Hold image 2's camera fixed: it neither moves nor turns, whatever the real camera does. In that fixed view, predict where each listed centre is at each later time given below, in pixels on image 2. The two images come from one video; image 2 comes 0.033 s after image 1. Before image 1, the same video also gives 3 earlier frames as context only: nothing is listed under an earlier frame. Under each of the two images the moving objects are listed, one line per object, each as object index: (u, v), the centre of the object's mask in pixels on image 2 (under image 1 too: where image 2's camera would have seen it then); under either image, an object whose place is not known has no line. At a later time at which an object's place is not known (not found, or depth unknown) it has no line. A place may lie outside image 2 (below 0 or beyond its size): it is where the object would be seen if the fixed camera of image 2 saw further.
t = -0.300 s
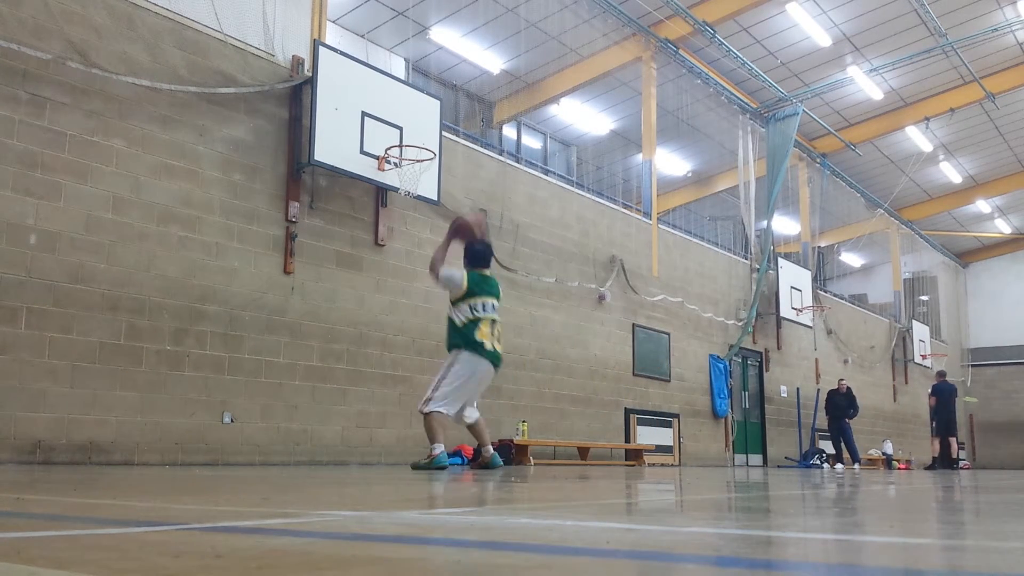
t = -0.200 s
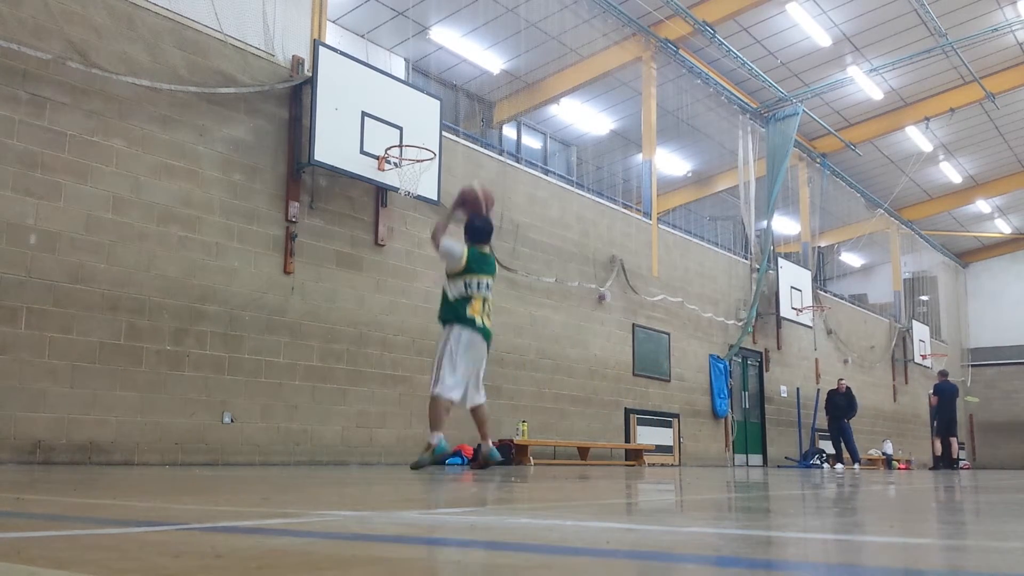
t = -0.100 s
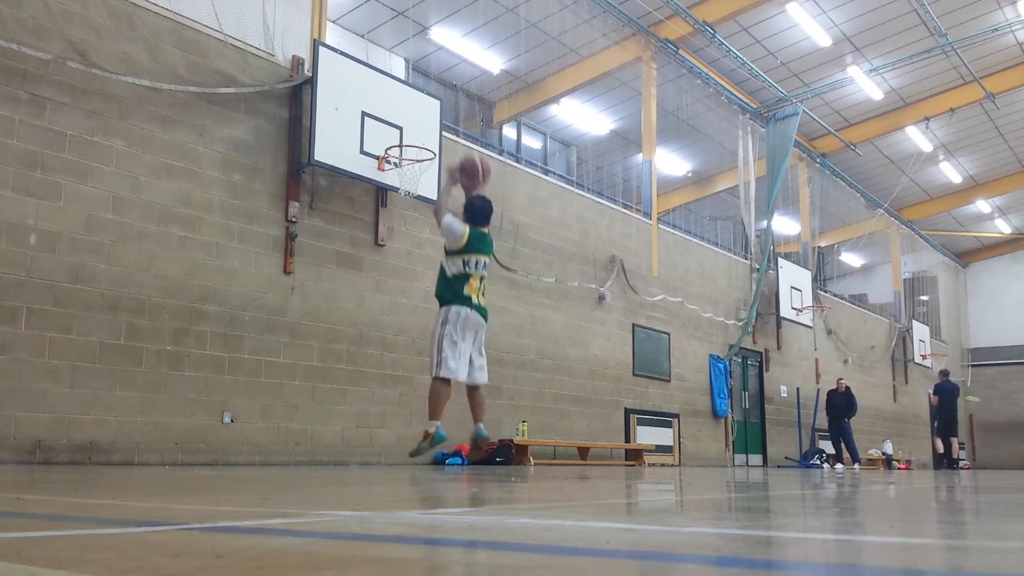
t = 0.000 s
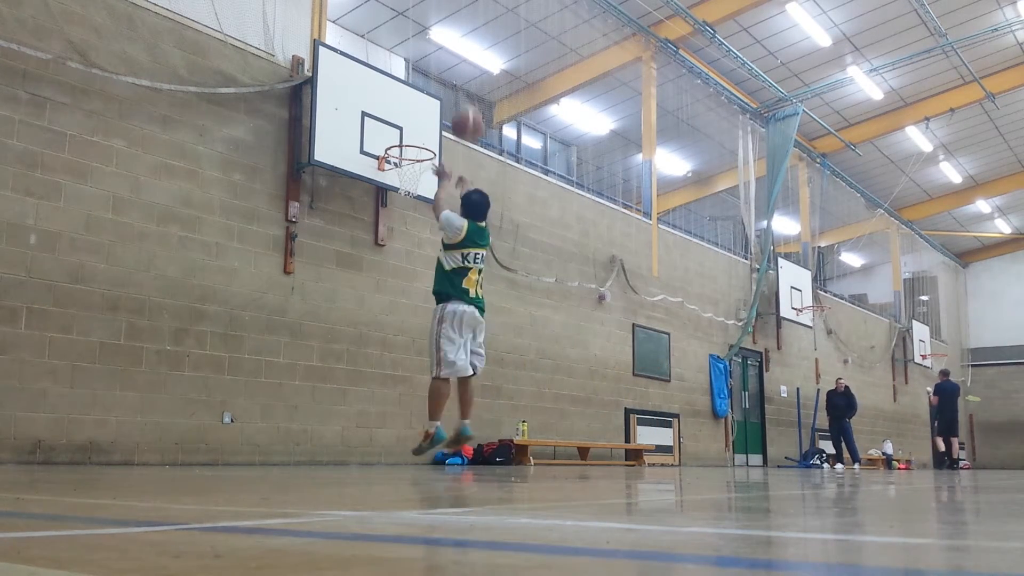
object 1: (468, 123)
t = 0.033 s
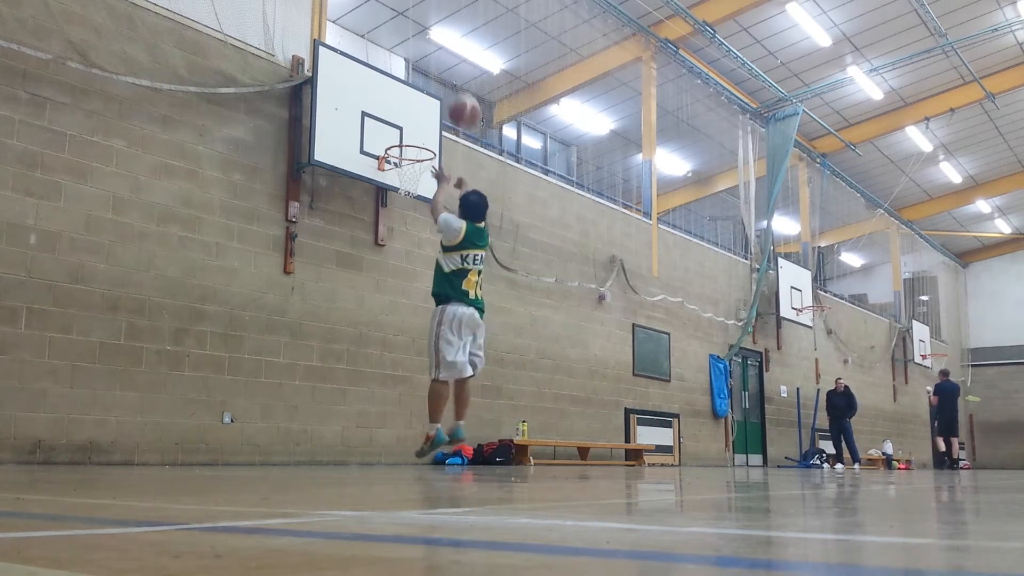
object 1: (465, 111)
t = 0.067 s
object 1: (461, 100)
